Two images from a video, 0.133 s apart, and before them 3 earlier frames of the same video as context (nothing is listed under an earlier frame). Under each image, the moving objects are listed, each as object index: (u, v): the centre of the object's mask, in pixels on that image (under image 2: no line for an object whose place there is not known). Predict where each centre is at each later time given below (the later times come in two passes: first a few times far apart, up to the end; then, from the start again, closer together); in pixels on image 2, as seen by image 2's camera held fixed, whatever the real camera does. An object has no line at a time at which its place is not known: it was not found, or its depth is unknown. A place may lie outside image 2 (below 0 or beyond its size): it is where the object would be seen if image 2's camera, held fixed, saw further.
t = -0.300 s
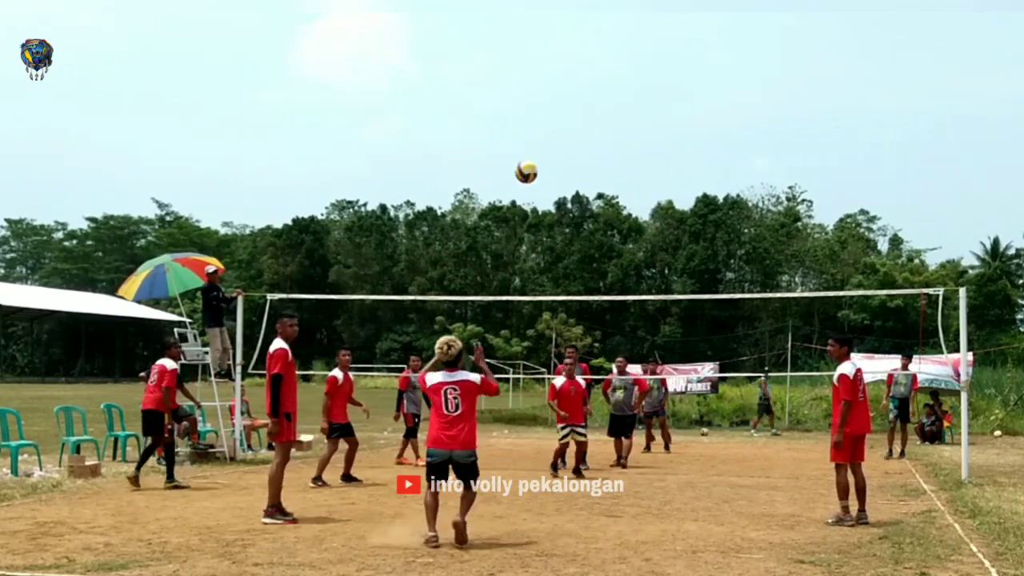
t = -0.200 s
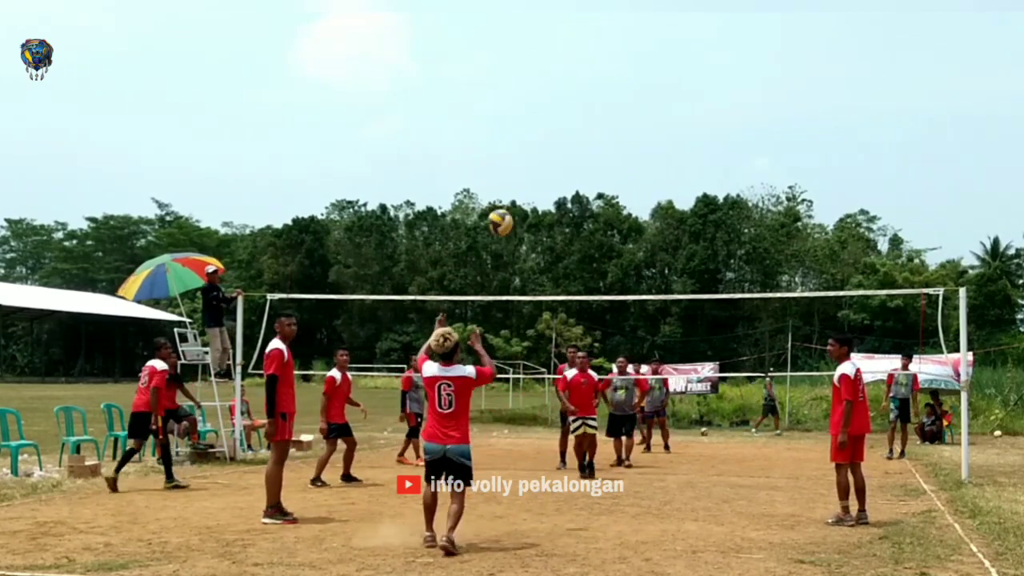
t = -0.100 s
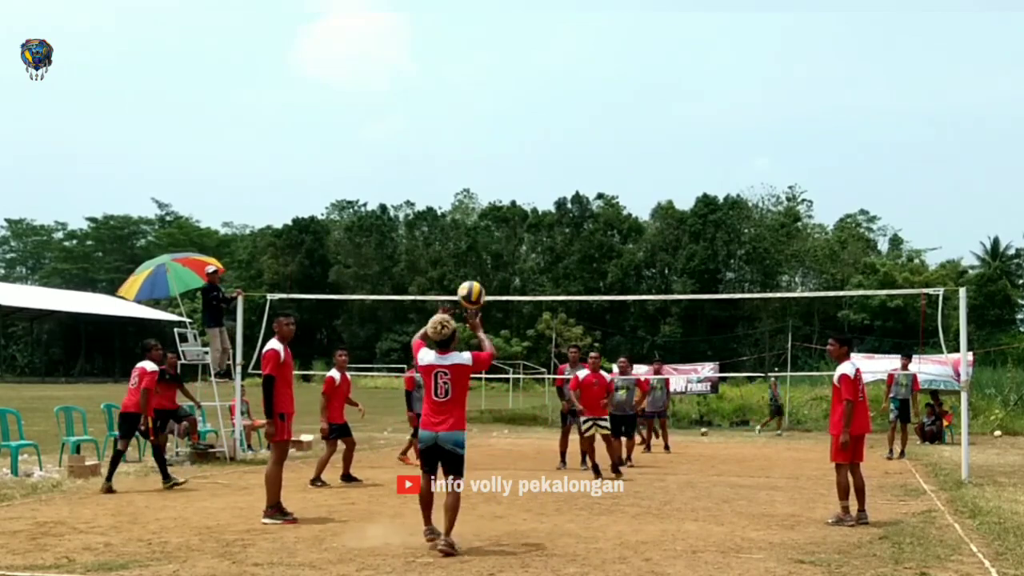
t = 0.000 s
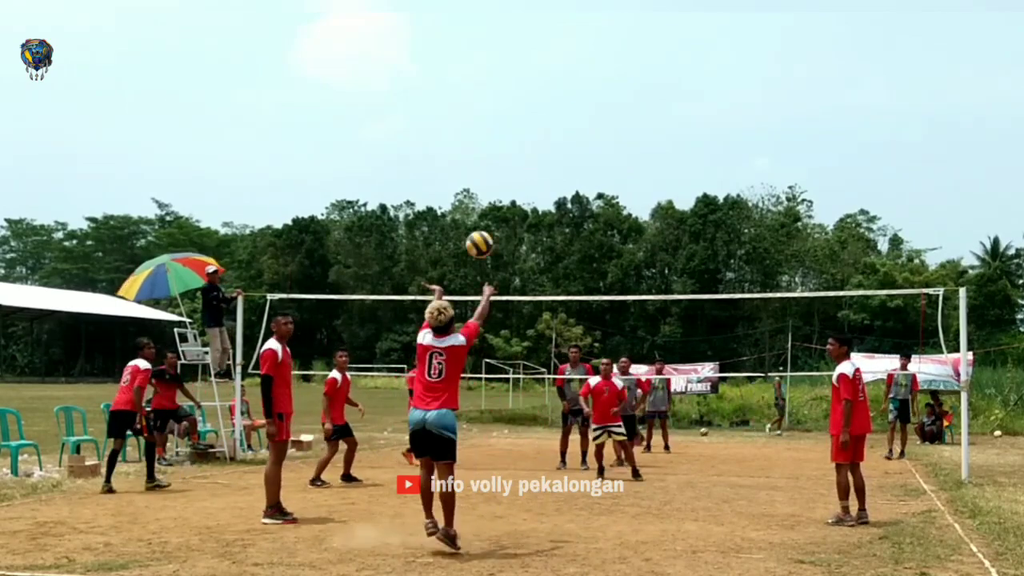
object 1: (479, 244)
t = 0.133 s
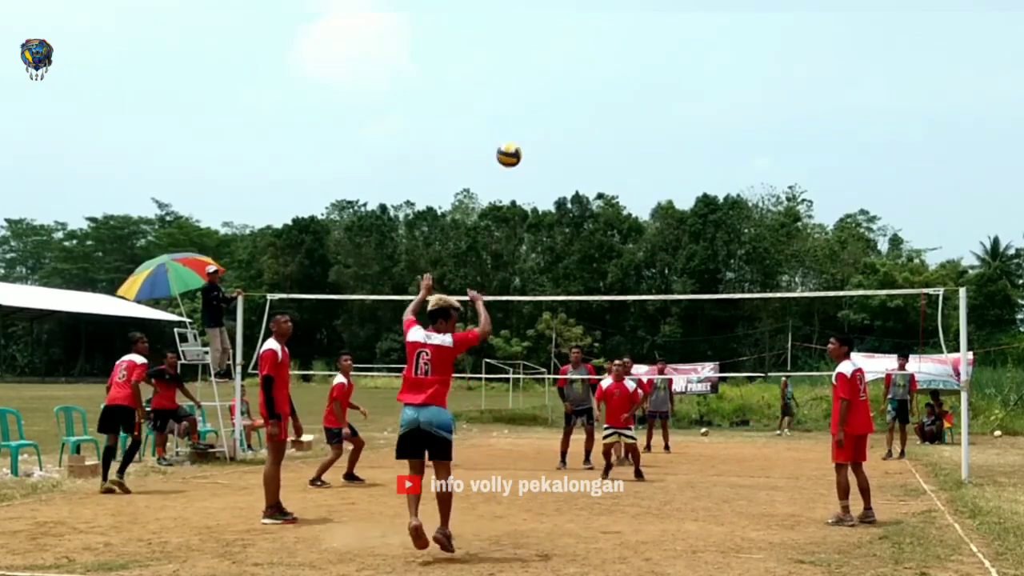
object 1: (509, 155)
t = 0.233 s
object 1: (530, 108)
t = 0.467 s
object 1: (570, 56)
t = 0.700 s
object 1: (603, 68)
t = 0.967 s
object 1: (633, 138)
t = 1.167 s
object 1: (650, 224)
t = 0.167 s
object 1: (516, 137)
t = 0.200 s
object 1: (523, 121)
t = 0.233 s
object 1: (530, 108)
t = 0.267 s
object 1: (537, 96)
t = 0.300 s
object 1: (543, 86)
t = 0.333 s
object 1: (549, 76)
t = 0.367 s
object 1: (555, 69)
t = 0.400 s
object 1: (560, 63)
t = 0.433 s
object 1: (565, 59)
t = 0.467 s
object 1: (570, 56)
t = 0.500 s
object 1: (576, 55)
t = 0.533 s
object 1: (581, 55)
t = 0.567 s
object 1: (586, 55)
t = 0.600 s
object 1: (590, 56)
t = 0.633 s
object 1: (595, 59)
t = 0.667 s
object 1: (599, 62)
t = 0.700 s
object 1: (603, 68)
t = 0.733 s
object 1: (608, 74)
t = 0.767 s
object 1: (612, 80)
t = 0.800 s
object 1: (615, 88)
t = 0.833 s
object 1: (619, 96)
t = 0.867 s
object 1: (623, 105)
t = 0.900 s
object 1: (627, 116)
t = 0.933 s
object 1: (630, 127)
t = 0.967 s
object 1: (633, 138)
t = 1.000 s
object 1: (636, 151)
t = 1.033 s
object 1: (639, 164)
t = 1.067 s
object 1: (642, 178)
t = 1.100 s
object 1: (645, 193)
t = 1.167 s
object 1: (650, 224)
